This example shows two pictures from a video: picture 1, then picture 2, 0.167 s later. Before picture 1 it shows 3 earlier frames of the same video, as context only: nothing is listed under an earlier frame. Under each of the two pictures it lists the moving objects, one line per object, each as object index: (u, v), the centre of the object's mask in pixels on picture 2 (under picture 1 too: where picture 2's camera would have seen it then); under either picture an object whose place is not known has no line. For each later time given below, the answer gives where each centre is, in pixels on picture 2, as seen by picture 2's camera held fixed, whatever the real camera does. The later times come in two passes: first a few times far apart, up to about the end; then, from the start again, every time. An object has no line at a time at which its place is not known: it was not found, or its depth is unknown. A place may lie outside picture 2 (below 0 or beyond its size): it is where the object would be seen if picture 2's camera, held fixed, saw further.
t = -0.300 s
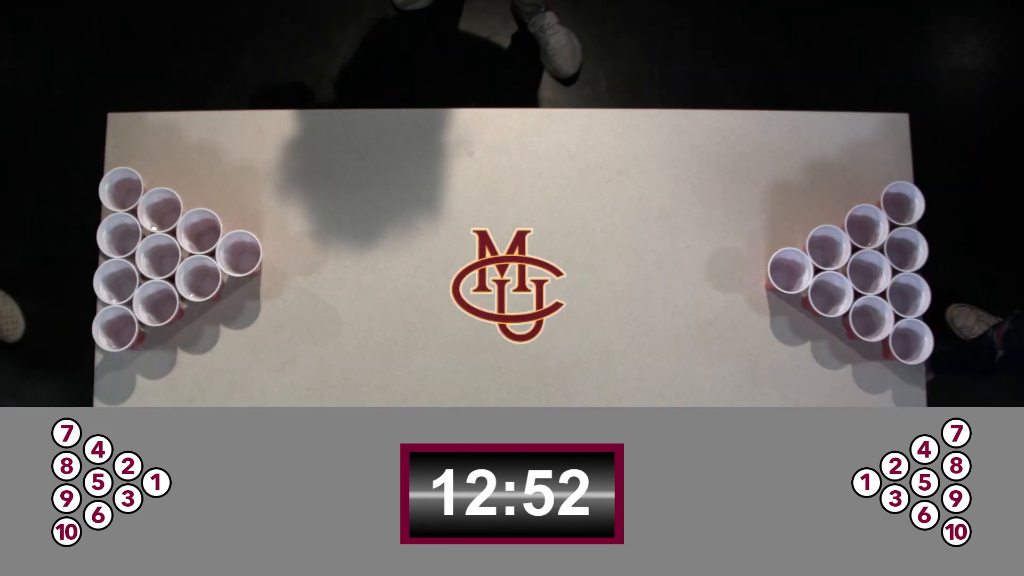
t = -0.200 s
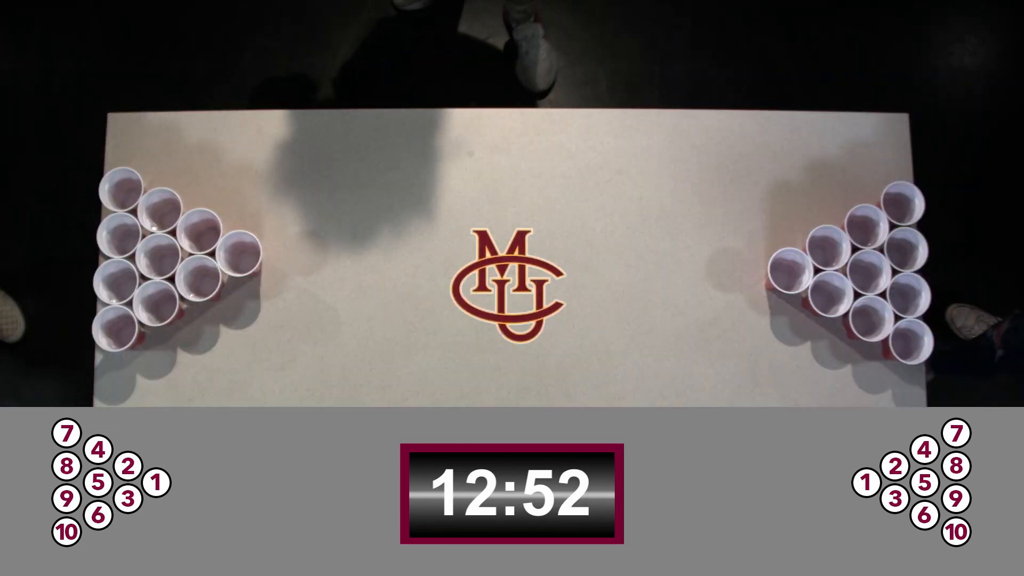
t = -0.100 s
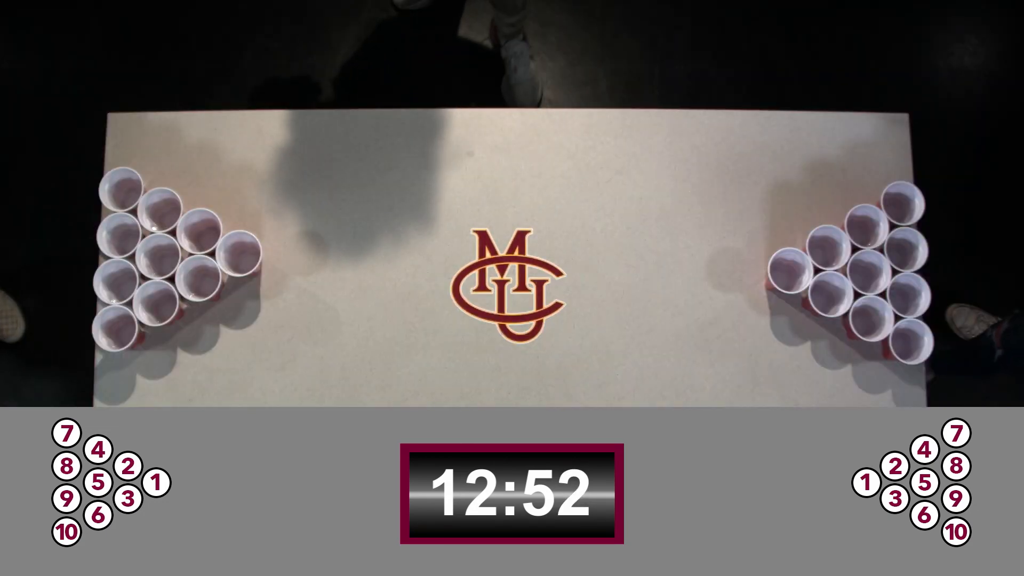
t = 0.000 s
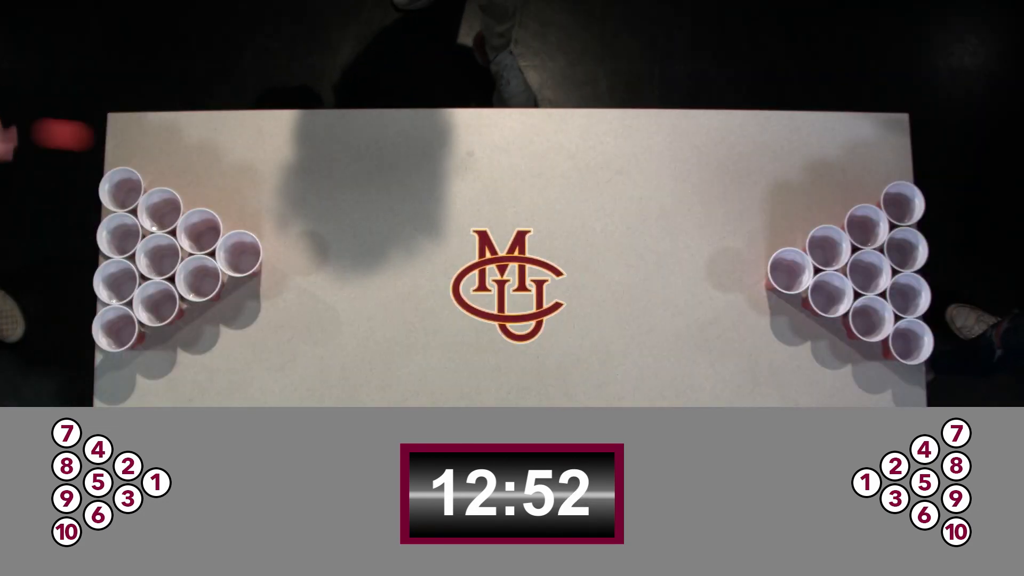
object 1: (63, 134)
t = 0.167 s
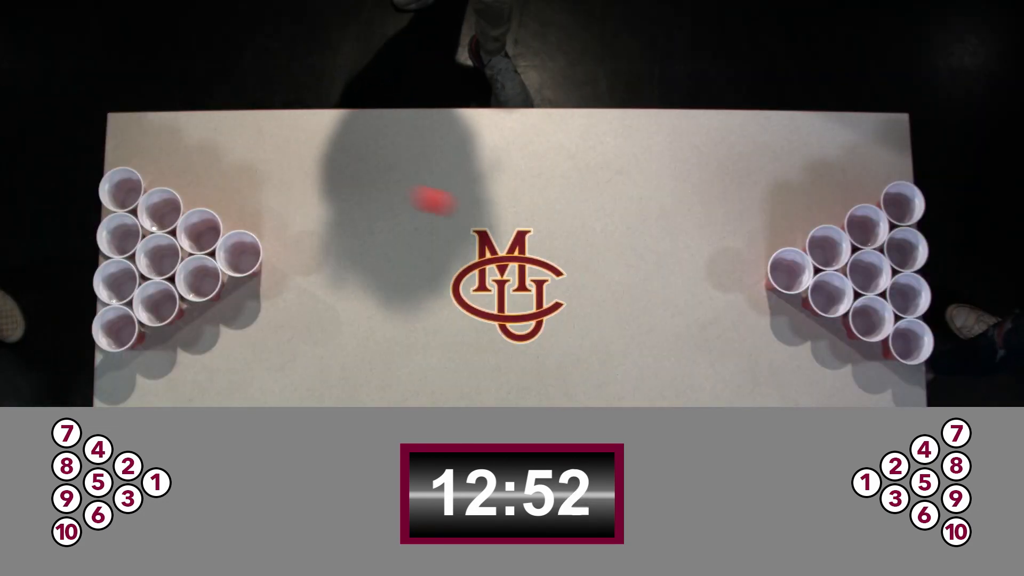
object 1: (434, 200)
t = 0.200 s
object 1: (492, 216)
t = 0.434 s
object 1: (754, 295)
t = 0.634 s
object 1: (945, 267)
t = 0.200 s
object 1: (492, 216)
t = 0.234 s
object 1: (548, 232)
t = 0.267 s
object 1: (593, 248)
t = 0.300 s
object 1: (633, 263)
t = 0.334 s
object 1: (667, 277)
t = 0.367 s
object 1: (697, 292)
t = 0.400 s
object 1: (722, 302)
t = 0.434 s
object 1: (754, 295)
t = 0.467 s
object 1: (787, 286)
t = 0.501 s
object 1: (820, 283)
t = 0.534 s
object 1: (854, 275)
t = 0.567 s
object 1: (883, 272)
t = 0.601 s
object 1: (918, 268)
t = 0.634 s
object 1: (945, 267)
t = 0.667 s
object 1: (974, 267)
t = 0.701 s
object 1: (998, 267)
